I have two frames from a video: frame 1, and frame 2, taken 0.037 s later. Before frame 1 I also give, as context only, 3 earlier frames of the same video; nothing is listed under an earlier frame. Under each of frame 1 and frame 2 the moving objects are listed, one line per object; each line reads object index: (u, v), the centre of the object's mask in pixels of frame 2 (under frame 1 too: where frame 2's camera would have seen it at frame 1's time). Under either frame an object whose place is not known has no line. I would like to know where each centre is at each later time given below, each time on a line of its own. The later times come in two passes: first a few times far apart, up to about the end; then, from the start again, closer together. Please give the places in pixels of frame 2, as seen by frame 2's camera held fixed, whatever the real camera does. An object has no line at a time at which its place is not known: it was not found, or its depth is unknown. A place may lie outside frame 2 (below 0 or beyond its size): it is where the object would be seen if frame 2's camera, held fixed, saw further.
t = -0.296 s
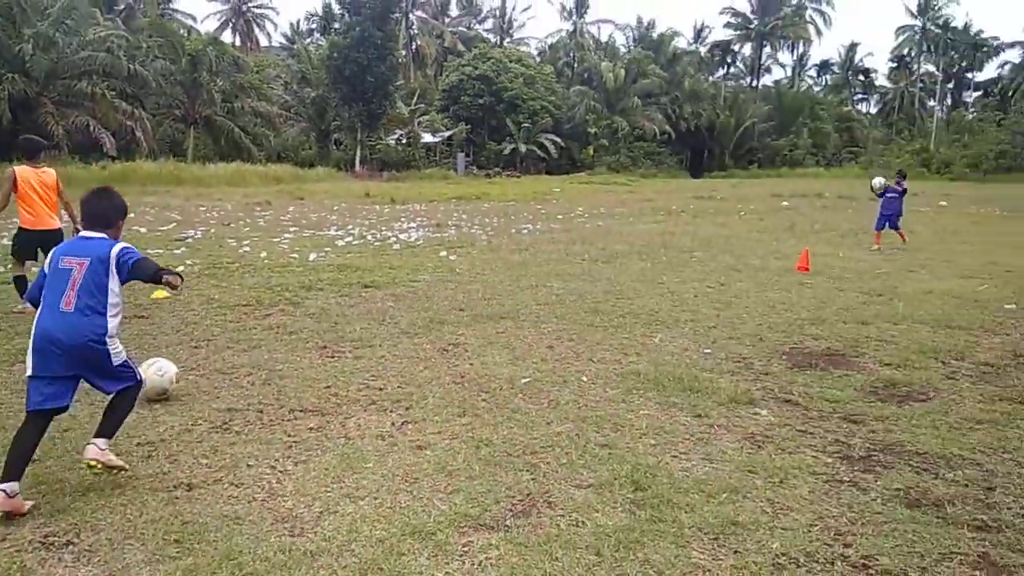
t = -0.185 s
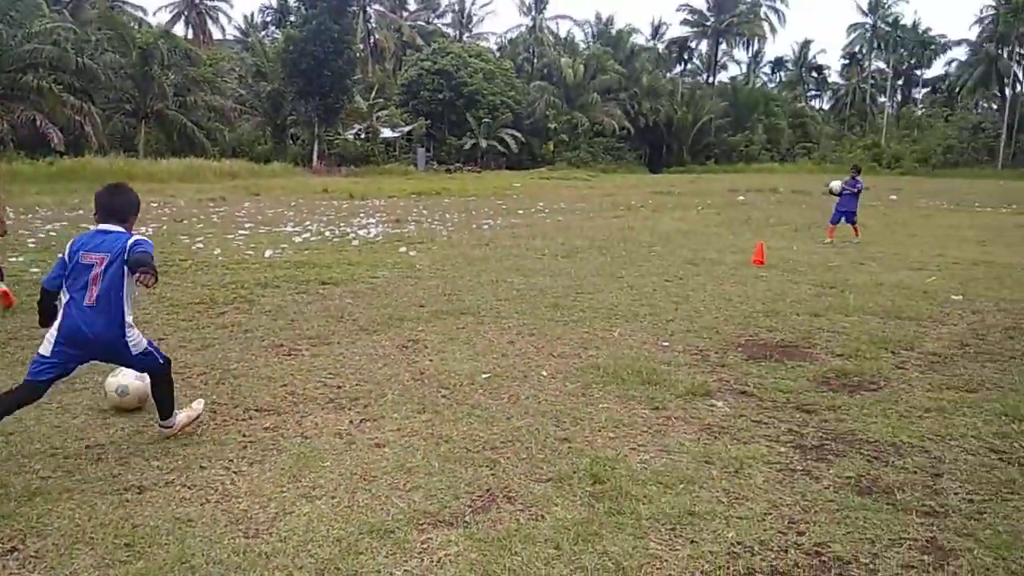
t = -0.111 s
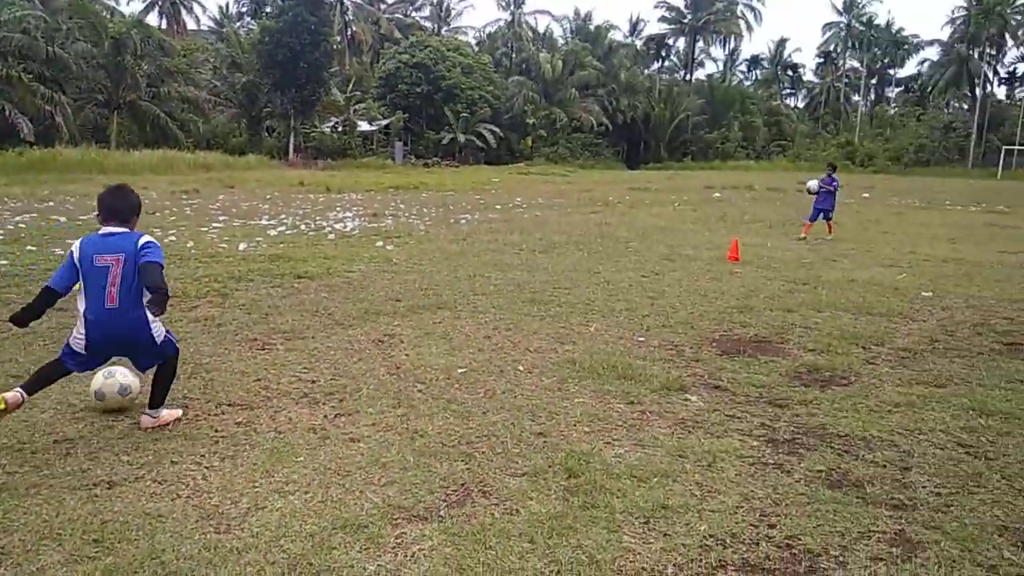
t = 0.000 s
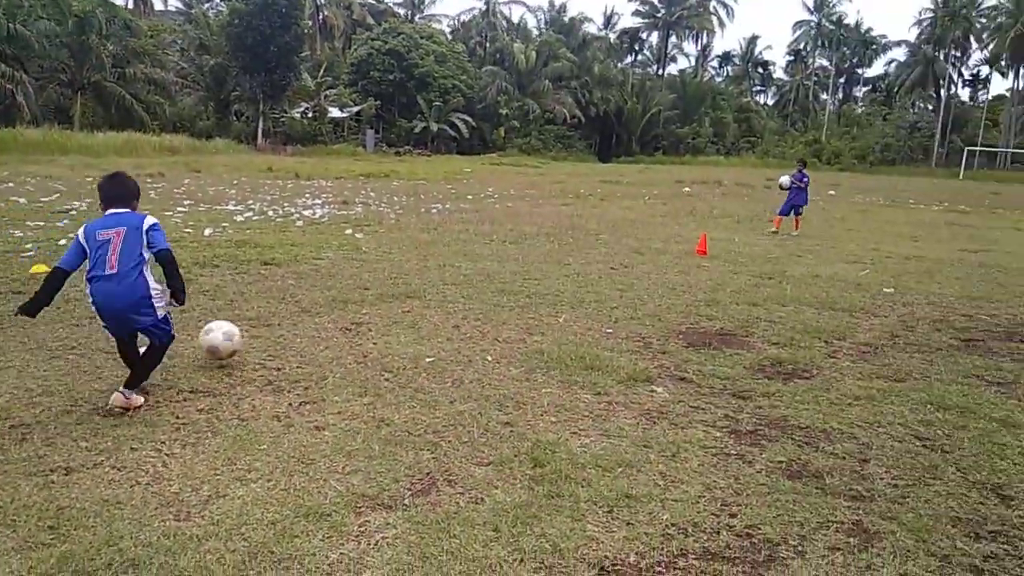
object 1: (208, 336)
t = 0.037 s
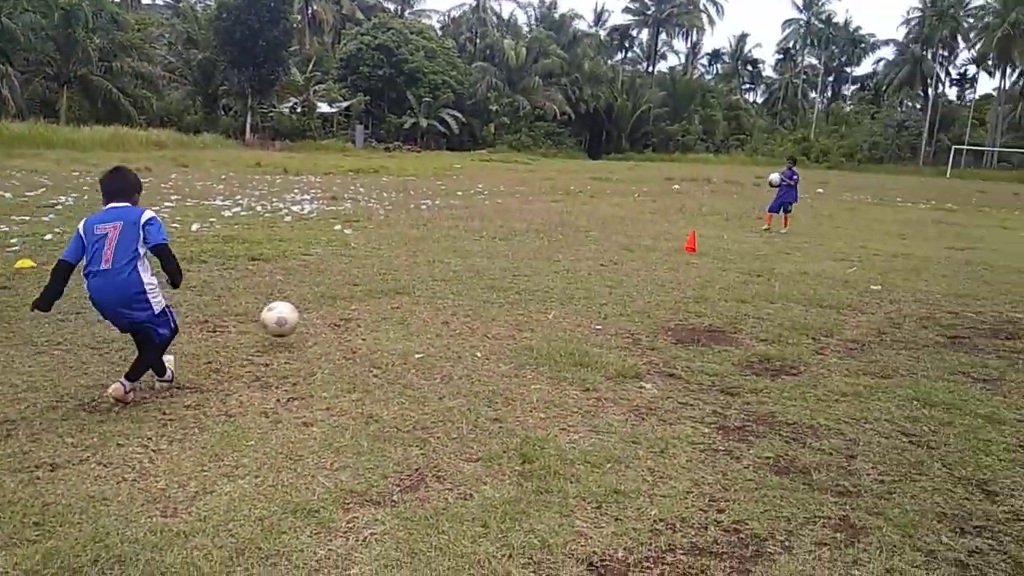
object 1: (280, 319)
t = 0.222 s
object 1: (505, 282)
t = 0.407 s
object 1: (618, 256)
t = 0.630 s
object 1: (700, 235)
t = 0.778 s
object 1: (742, 204)
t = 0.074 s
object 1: (339, 307)
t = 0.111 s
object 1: (390, 299)
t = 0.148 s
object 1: (435, 294)
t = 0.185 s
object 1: (474, 290)
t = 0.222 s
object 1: (505, 282)
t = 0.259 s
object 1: (533, 276)
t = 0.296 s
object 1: (557, 271)
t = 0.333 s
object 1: (580, 268)
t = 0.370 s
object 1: (599, 261)
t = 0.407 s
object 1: (618, 256)
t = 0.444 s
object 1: (634, 253)
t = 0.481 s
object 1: (650, 251)
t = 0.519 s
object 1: (664, 250)
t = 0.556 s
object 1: (677, 249)
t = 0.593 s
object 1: (689, 242)
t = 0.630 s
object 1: (700, 235)
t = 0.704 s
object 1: (721, 217)
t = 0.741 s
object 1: (731, 210)
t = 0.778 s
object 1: (742, 204)
